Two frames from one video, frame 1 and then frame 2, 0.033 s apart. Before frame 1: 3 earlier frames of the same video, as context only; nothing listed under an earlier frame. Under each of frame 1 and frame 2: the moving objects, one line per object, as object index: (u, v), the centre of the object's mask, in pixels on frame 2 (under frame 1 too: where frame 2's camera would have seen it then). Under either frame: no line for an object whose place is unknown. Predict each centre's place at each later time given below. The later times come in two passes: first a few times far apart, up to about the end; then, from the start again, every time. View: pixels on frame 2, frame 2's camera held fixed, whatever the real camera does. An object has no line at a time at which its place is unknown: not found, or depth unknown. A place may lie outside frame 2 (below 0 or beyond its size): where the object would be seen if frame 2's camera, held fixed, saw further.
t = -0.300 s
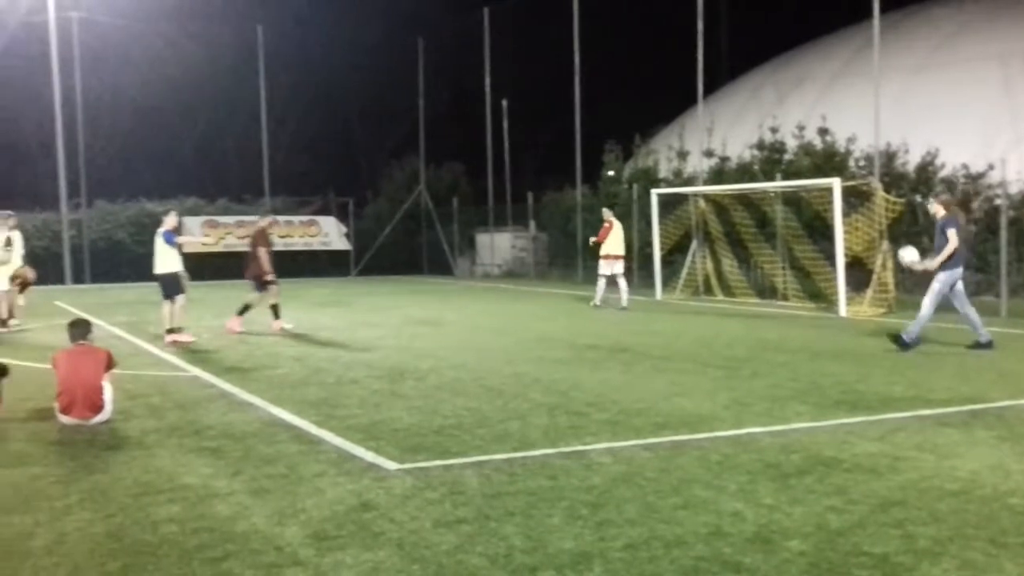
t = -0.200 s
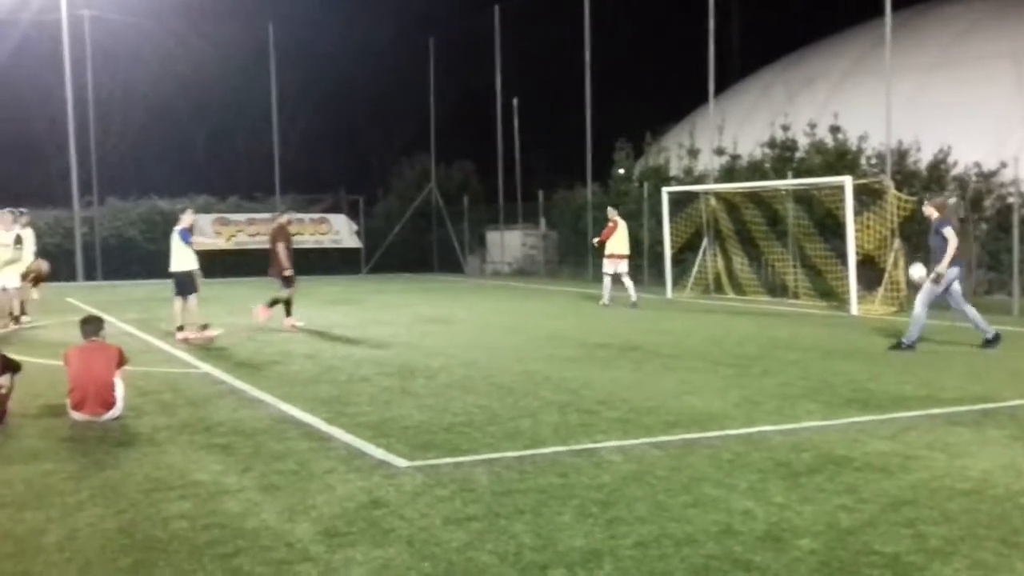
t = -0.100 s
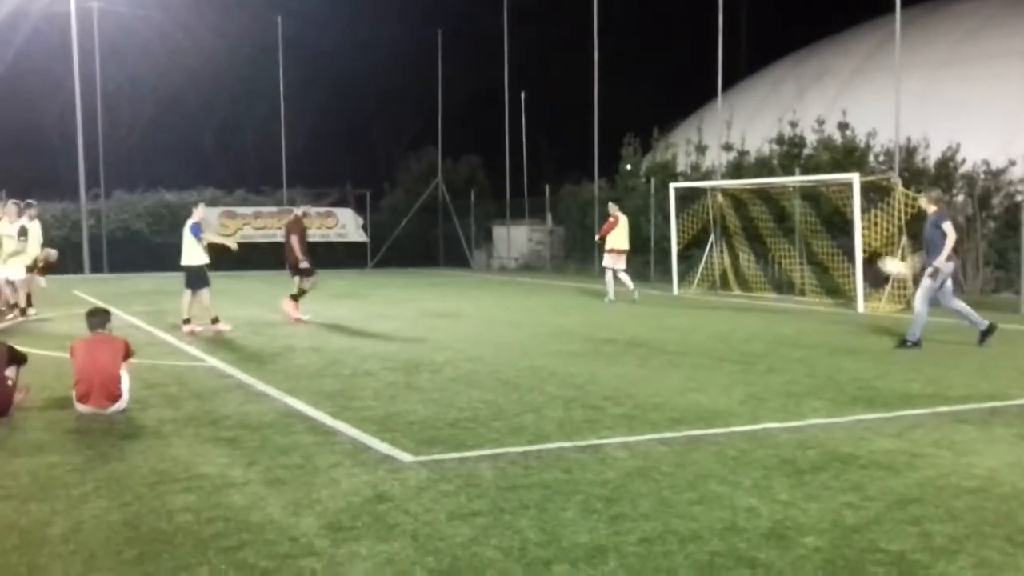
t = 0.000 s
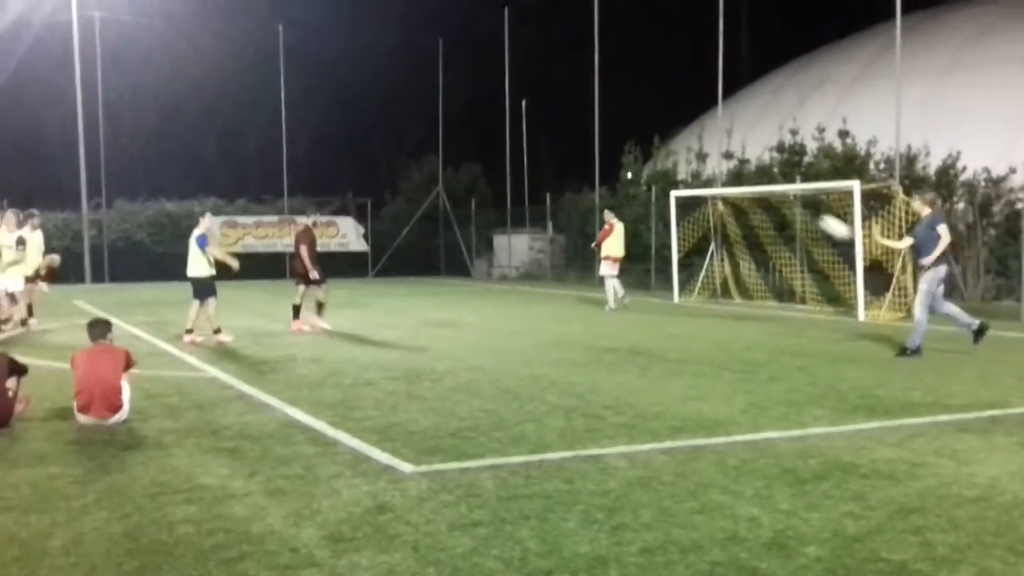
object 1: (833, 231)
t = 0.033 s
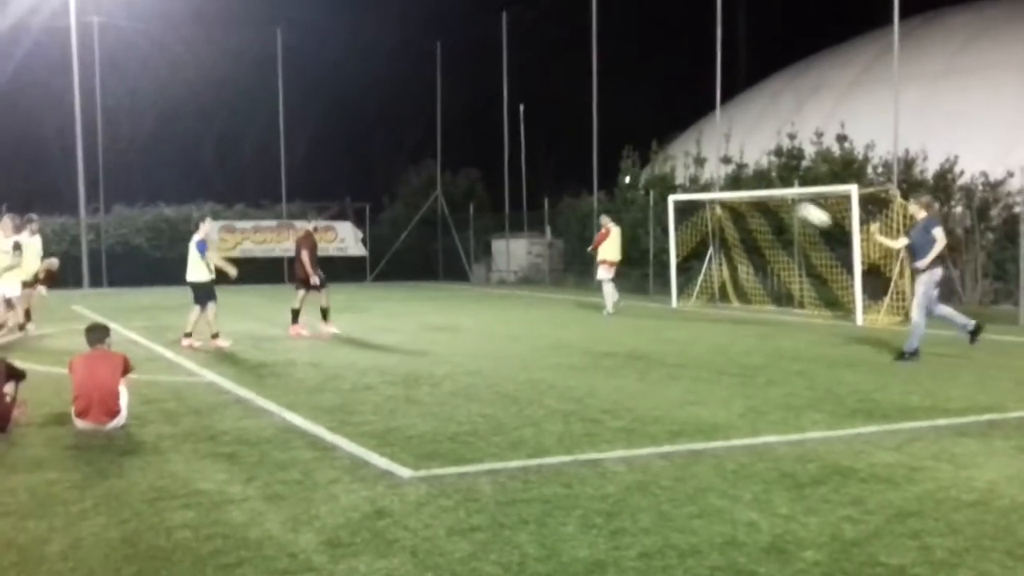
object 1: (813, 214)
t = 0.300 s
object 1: (667, 120)
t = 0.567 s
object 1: (534, 93)
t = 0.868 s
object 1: (402, 131)
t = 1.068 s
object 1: (322, 192)
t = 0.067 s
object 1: (796, 199)
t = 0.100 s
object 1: (774, 182)
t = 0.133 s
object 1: (758, 171)
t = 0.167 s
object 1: (737, 158)
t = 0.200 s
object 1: (720, 146)
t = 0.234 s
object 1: (701, 136)
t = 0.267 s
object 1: (684, 127)
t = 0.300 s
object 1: (667, 120)
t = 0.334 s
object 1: (649, 114)
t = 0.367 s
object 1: (633, 108)
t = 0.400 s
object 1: (616, 103)
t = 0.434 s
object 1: (598, 98)
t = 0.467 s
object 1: (582, 95)
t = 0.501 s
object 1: (566, 94)
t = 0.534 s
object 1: (550, 93)
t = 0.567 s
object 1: (534, 93)
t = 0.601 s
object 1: (519, 94)
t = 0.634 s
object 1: (503, 95)
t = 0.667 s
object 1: (488, 98)
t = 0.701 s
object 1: (473, 101)
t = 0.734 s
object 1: (458, 106)
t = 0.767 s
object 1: (444, 110)
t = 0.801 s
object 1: (429, 117)
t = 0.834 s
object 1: (416, 123)
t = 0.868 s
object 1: (402, 131)
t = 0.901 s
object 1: (388, 139)
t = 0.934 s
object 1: (375, 148)
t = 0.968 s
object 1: (361, 159)
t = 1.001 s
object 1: (348, 169)
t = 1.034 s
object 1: (335, 181)
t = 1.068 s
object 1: (322, 192)
